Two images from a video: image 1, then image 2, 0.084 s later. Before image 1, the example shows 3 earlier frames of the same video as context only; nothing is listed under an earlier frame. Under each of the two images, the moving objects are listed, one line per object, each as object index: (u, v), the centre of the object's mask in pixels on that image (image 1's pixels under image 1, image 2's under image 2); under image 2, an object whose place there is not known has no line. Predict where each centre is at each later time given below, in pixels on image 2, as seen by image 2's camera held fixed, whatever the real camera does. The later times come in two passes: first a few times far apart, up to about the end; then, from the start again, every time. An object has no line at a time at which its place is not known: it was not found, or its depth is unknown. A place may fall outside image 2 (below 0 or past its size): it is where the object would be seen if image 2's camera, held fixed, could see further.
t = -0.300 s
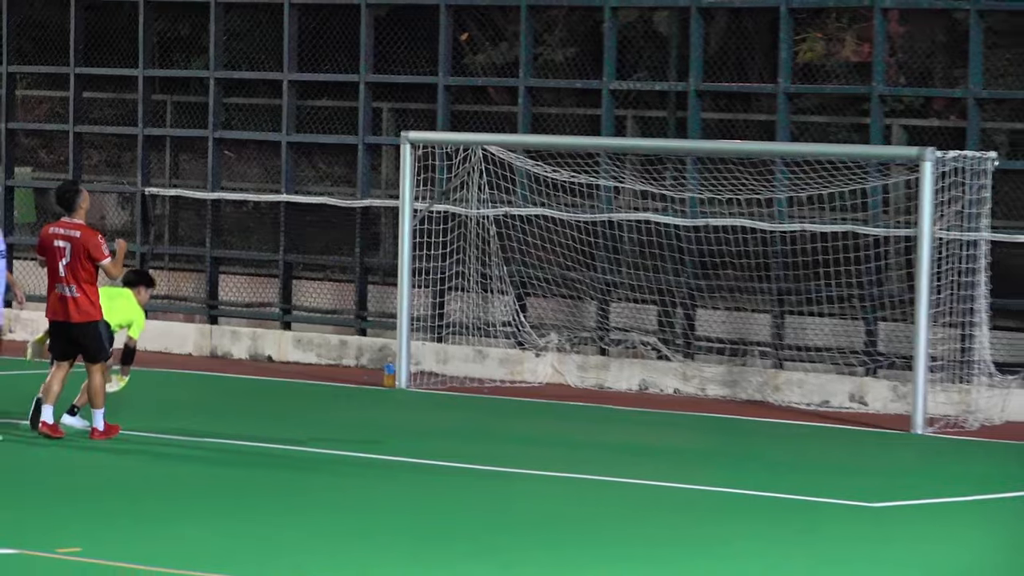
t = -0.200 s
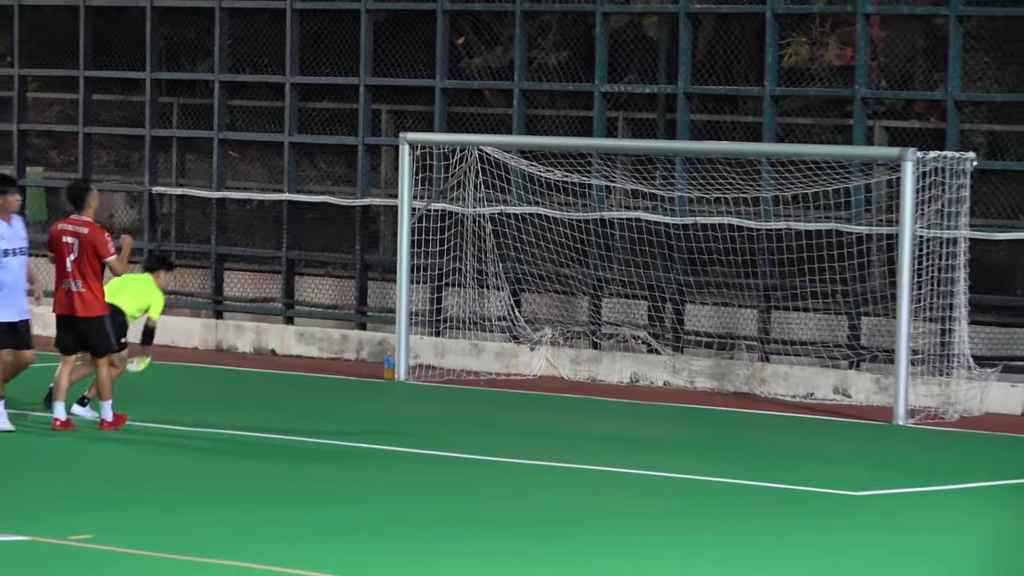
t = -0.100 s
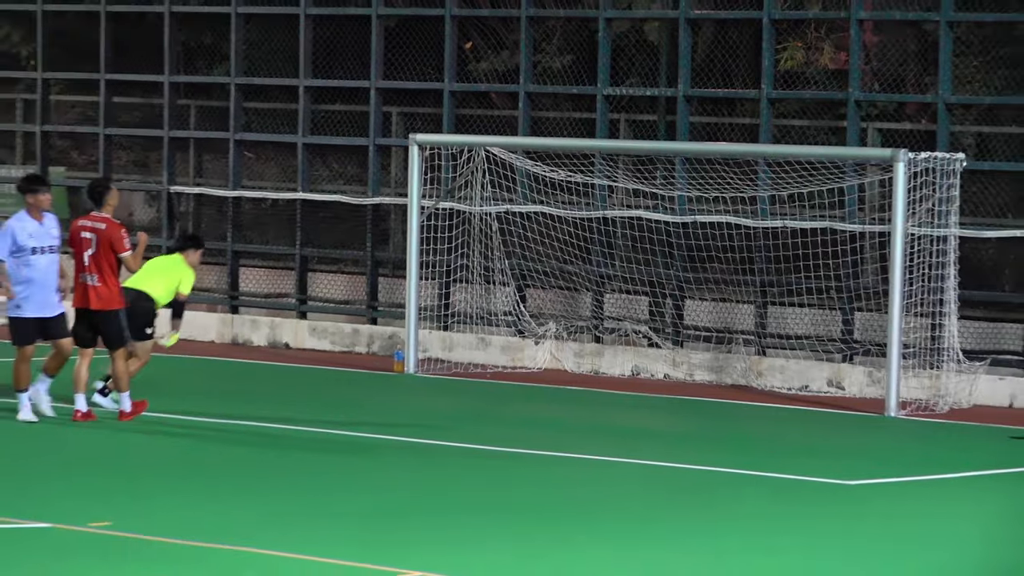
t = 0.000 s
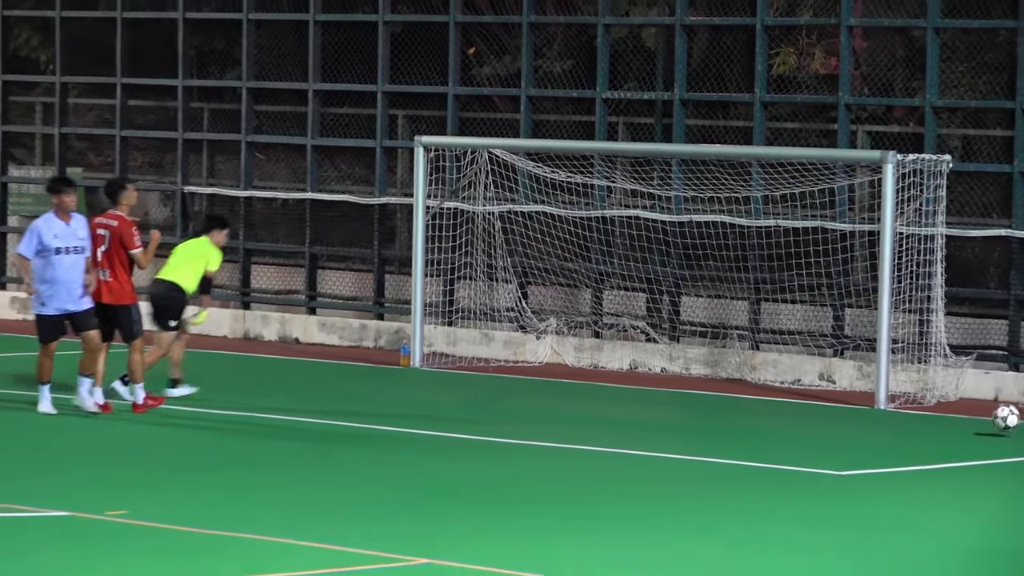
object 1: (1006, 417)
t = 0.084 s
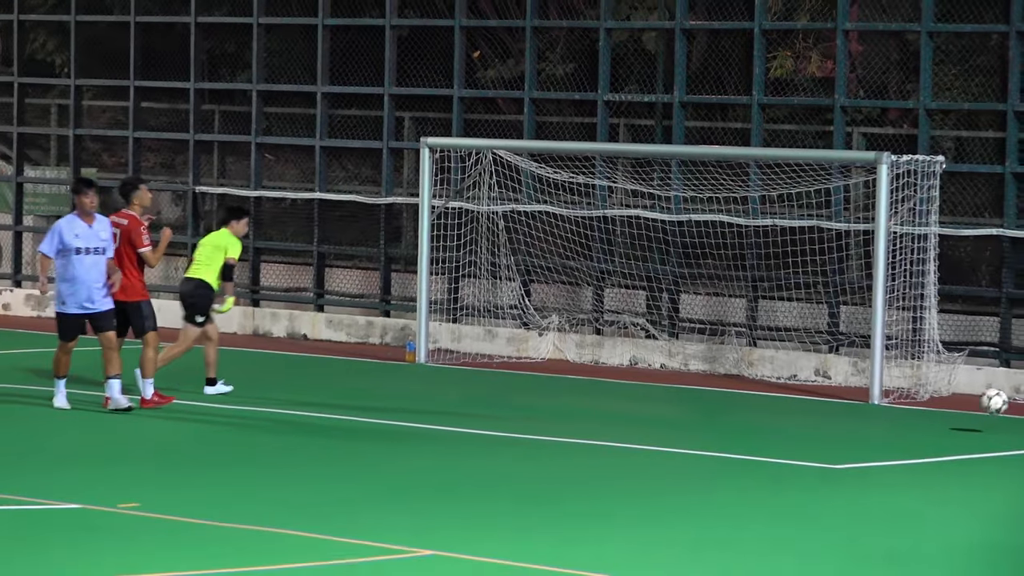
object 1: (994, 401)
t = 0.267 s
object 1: (990, 409)
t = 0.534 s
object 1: (977, 418)
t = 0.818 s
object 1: (961, 433)
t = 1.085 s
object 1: (948, 445)
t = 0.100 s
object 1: (994, 401)
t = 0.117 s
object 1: (993, 400)
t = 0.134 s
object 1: (994, 400)
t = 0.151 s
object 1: (994, 400)
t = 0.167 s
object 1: (993, 399)
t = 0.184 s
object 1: (993, 400)
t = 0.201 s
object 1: (992, 401)
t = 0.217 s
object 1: (992, 402)
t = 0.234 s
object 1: (991, 404)
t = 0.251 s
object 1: (990, 406)
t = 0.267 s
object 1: (990, 409)
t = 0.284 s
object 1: (990, 412)
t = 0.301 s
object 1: (990, 415)
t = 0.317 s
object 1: (990, 418)
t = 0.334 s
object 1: (989, 423)
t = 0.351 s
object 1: (989, 427)
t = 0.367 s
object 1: (988, 430)
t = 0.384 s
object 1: (986, 428)
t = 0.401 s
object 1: (985, 426)
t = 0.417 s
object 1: (984, 423)
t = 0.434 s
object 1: (983, 421)
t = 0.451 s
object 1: (982, 420)
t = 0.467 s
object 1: (981, 419)
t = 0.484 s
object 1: (980, 418)
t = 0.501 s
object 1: (979, 417)
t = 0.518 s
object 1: (978, 417)
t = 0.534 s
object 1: (977, 418)
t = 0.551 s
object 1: (976, 419)
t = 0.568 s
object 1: (975, 419)
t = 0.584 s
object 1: (973, 421)
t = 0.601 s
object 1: (972, 423)
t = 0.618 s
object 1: (972, 425)
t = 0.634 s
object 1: (971, 427)
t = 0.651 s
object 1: (970, 430)
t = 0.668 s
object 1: (969, 434)
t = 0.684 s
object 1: (968, 437)
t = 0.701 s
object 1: (966, 442)
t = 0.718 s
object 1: (965, 442)
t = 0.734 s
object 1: (964, 439)
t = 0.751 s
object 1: (964, 437)
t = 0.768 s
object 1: (963, 436)
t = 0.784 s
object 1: (962, 434)
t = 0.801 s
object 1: (961, 433)
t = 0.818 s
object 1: (961, 433)
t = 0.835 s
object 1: (960, 432)
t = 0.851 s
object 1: (959, 432)
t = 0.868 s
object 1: (959, 433)
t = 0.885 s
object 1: (958, 433)
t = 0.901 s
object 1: (957, 434)
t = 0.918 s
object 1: (956, 436)
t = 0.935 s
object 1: (955, 438)
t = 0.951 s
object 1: (955, 442)
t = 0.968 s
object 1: (954, 445)
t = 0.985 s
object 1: (952, 448)
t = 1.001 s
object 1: (952, 452)
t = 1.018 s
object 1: (951, 452)
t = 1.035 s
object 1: (950, 450)
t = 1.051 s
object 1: (949, 447)
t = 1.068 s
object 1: (948, 446)
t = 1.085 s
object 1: (948, 445)
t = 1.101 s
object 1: (947, 444)
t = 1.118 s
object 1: (946, 445)
